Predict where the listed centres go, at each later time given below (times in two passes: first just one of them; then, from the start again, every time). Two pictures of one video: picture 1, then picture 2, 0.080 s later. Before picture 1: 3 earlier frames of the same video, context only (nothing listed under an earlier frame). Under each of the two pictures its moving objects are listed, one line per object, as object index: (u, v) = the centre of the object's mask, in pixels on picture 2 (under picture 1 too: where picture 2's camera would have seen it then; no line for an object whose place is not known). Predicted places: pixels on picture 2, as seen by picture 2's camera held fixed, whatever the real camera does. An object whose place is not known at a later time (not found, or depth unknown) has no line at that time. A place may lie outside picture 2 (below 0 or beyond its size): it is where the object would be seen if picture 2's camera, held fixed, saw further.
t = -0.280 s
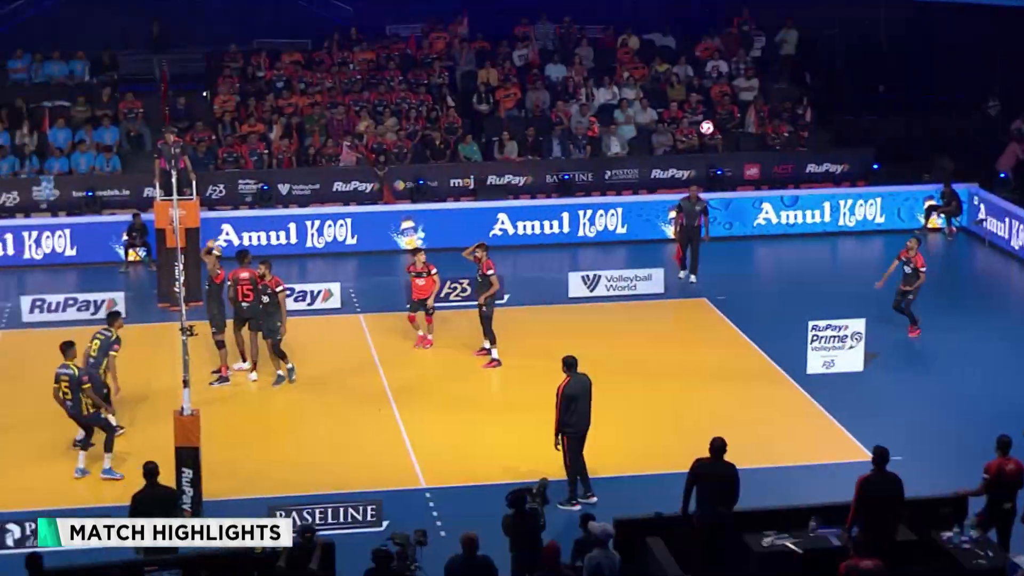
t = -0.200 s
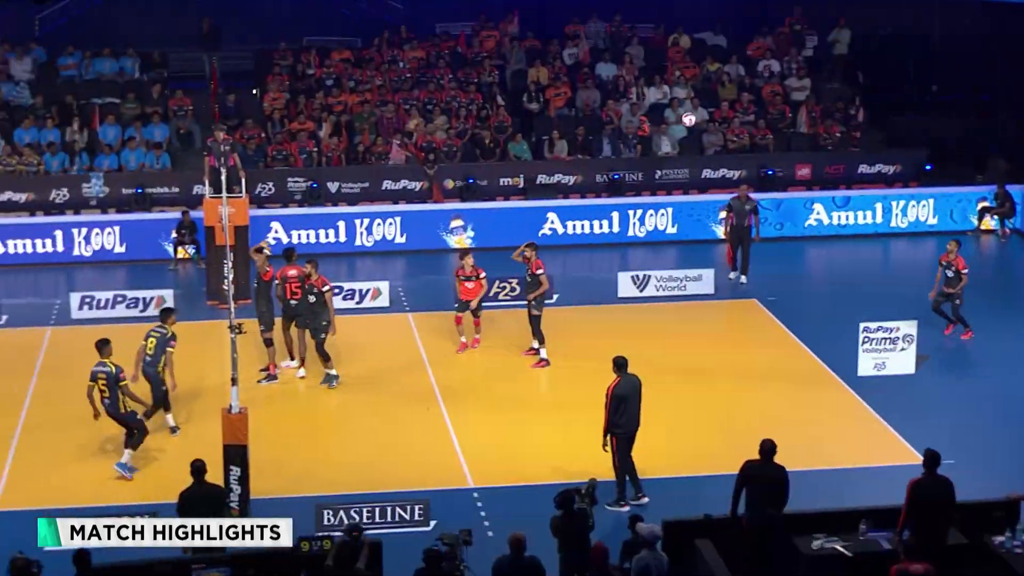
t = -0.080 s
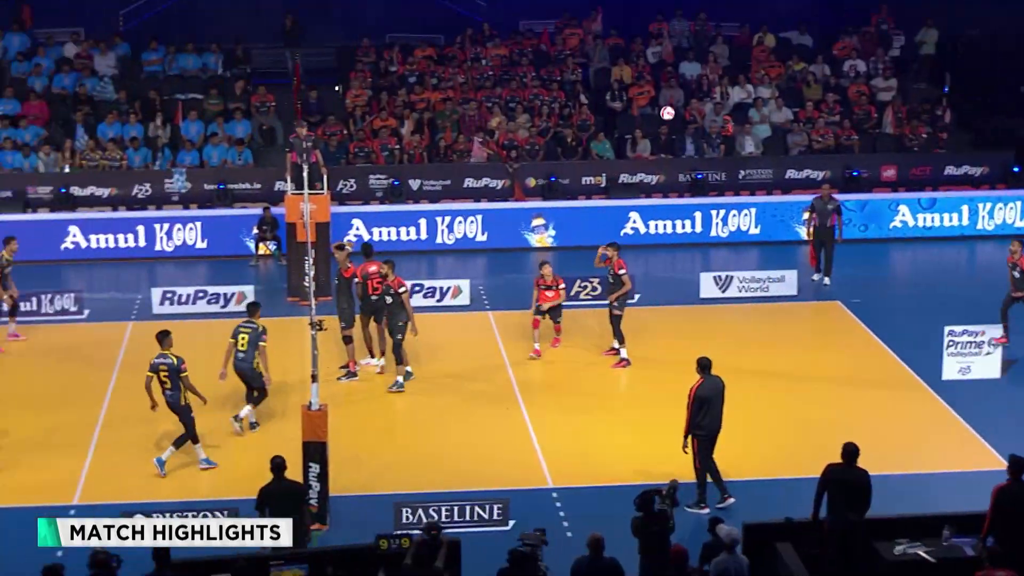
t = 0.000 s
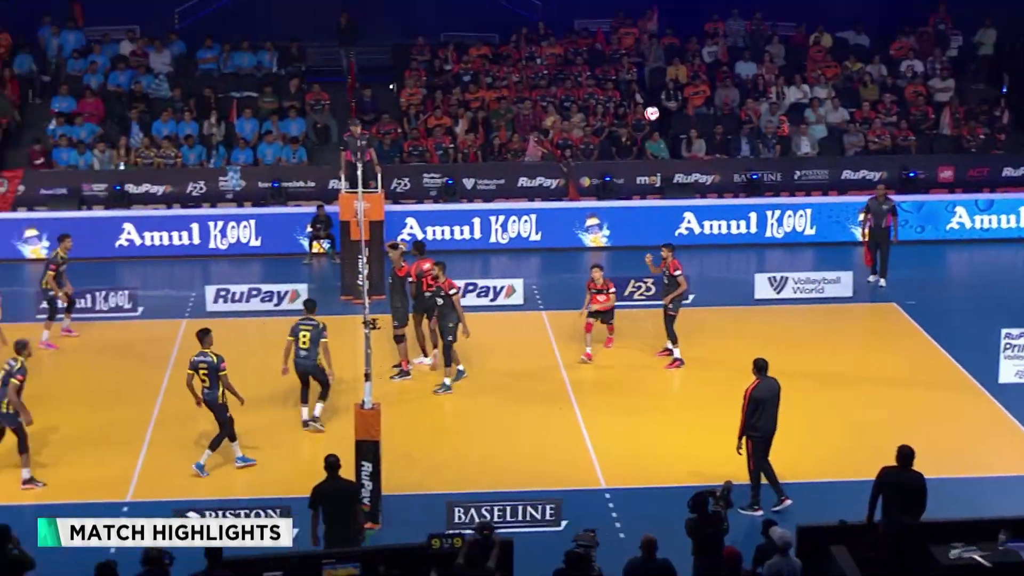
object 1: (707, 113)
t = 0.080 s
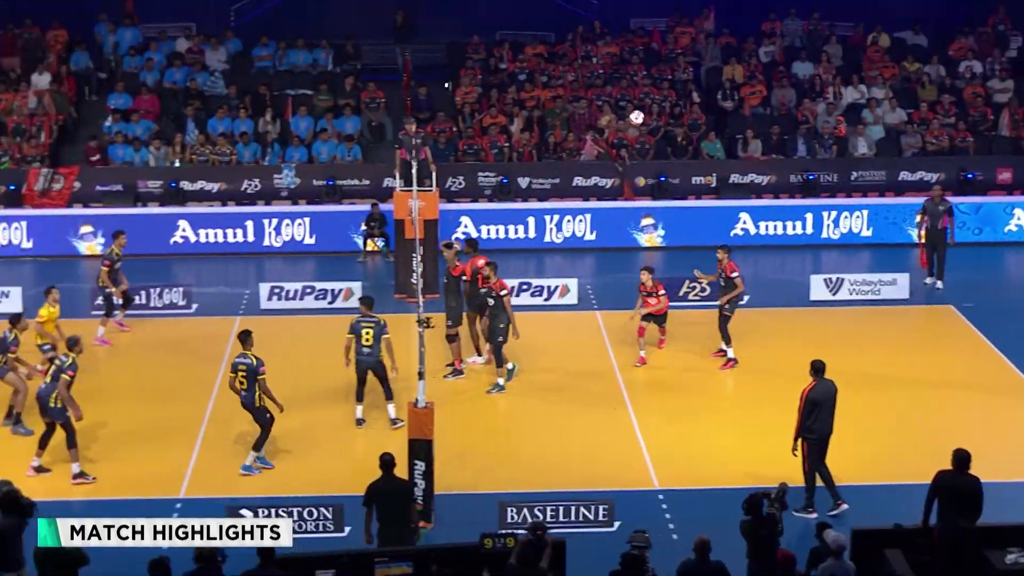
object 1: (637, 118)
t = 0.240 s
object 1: (500, 137)
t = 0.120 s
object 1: (602, 121)
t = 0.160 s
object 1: (567, 125)
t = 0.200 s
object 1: (533, 131)
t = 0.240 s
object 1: (500, 137)
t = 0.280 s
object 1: (466, 144)
